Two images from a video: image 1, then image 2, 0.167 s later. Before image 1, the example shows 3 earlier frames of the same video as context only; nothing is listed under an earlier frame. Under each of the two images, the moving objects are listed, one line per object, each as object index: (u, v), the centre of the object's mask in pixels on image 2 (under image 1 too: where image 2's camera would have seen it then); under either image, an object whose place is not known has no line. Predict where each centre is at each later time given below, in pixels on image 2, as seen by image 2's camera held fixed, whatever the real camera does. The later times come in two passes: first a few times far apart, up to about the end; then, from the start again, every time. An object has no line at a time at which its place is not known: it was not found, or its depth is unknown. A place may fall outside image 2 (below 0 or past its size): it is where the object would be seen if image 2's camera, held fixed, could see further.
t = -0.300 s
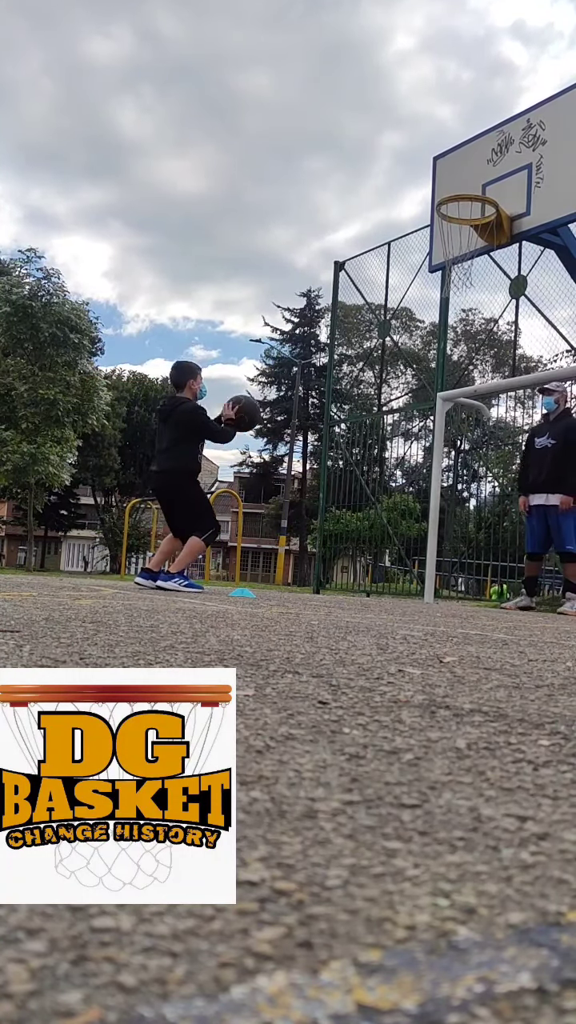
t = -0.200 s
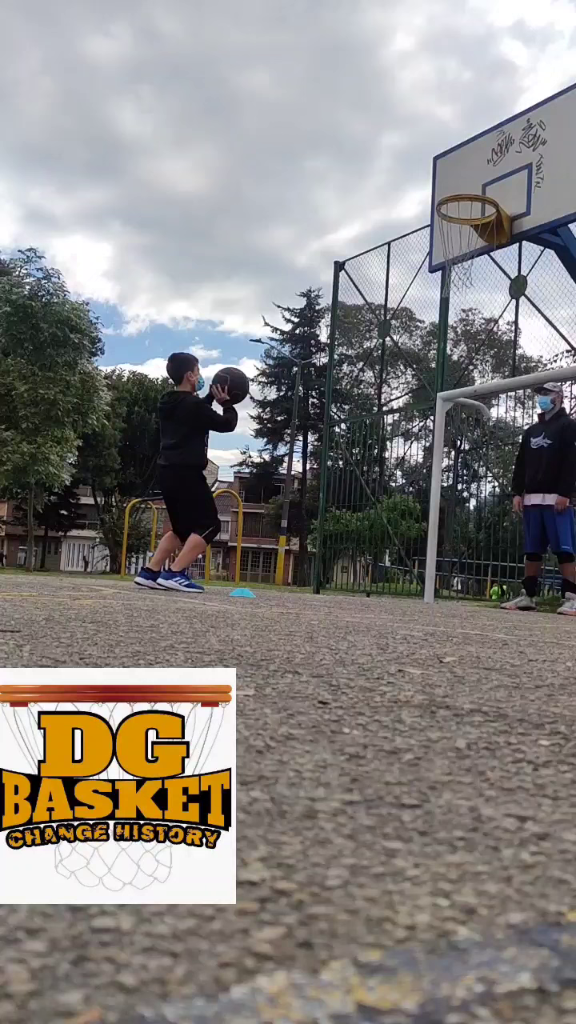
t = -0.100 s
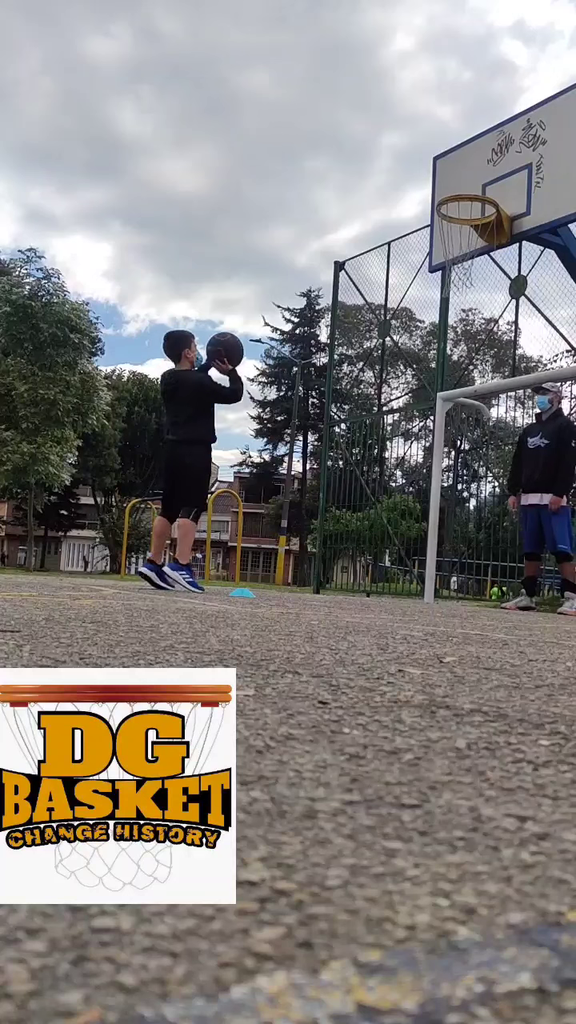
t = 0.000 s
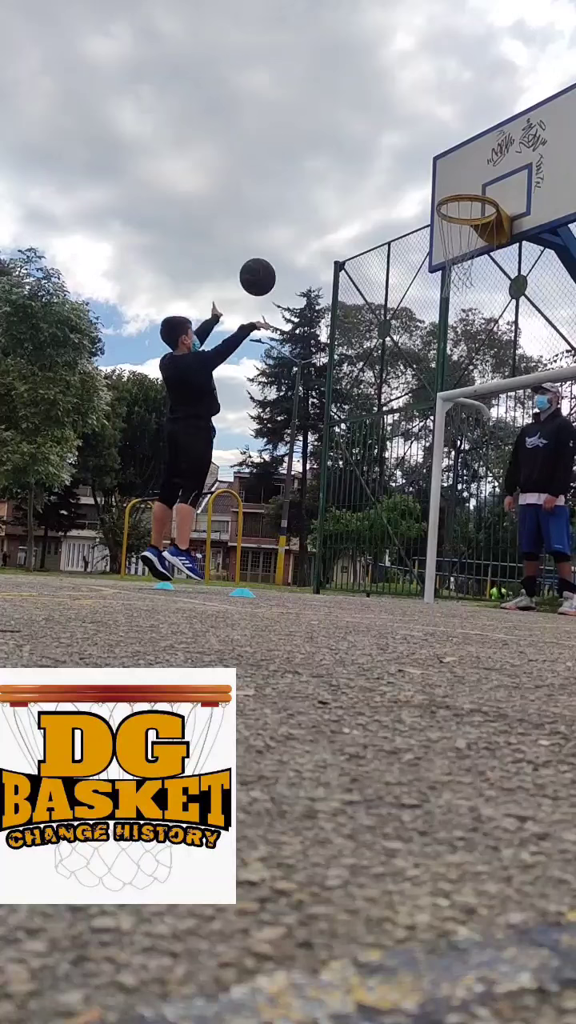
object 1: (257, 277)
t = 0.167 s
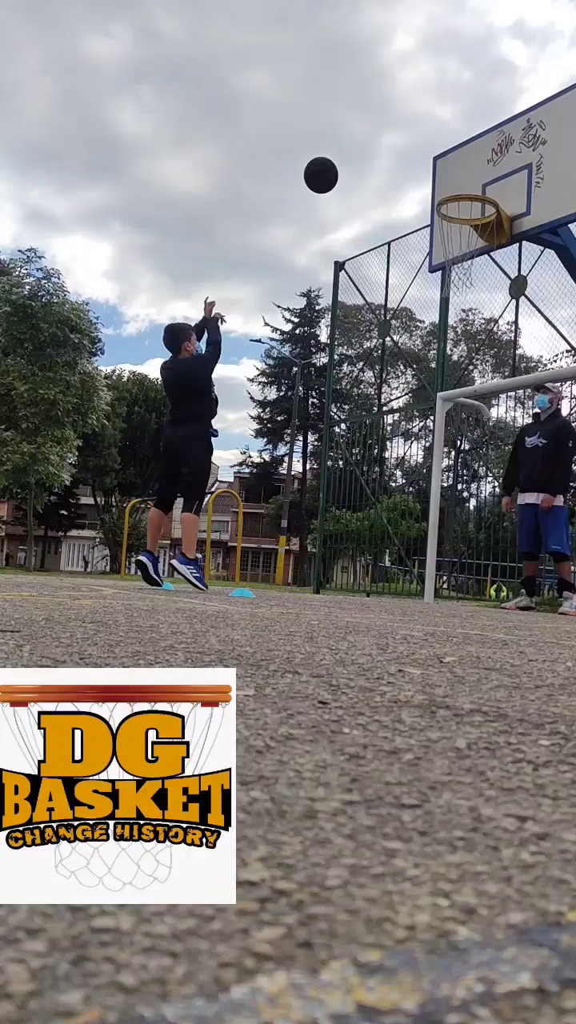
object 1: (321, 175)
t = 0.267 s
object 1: (354, 137)
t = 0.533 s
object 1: (431, 103)
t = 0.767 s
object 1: (487, 142)
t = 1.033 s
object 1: (463, 212)
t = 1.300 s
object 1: (458, 273)
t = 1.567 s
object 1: (432, 399)
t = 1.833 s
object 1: (404, 568)
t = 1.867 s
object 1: (401, 543)
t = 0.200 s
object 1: (332, 161)
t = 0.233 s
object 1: (343, 148)
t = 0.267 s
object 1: (354, 137)
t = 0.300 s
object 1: (364, 127)
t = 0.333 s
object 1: (375, 120)
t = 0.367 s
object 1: (385, 113)
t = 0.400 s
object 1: (394, 108)
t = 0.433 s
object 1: (404, 105)
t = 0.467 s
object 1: (413, 103)
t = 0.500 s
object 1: (422, 102)
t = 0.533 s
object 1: (431, 103)
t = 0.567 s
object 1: (439, 105)
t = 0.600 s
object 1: (448, 108)
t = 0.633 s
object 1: (456, 112)
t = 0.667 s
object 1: (464, 118)
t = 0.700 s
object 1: (472, 125)
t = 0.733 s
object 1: (479, 133)
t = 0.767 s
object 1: (487, 142)
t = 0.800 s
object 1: (494, 153)
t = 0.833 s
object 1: (491, 159)
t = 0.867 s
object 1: (484, 164)
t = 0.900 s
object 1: (477, 172)
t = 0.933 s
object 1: (470, 180)
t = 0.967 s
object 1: (463, 186)
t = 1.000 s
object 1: (457, 202)
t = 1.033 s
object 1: (463, 212)
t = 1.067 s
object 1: (470, 216)
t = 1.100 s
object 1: (476, 224)
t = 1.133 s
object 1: (473, 229)
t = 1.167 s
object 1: (470, 236)
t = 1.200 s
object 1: (467, 243)
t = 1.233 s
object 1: (464, 252)
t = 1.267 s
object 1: (461, 263)
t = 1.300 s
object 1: (458, 273)
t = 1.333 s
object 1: (455, 283)
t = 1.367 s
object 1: (452, 295)
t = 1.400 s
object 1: (449, 309)
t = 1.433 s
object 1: (446, 324)
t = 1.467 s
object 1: (443, 340)
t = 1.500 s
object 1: (439, 359)
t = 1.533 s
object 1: (436, 377)
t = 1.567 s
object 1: (432, 399)
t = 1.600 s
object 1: (429, 421)
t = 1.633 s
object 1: (425, 445)
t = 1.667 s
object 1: (421, 471)
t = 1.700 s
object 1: (417, 498)
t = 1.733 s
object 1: (413, 526)
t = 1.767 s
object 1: (409, 557)
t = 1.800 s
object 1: (405, 588)
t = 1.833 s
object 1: (404, 568)
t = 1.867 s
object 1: (401, 543)
